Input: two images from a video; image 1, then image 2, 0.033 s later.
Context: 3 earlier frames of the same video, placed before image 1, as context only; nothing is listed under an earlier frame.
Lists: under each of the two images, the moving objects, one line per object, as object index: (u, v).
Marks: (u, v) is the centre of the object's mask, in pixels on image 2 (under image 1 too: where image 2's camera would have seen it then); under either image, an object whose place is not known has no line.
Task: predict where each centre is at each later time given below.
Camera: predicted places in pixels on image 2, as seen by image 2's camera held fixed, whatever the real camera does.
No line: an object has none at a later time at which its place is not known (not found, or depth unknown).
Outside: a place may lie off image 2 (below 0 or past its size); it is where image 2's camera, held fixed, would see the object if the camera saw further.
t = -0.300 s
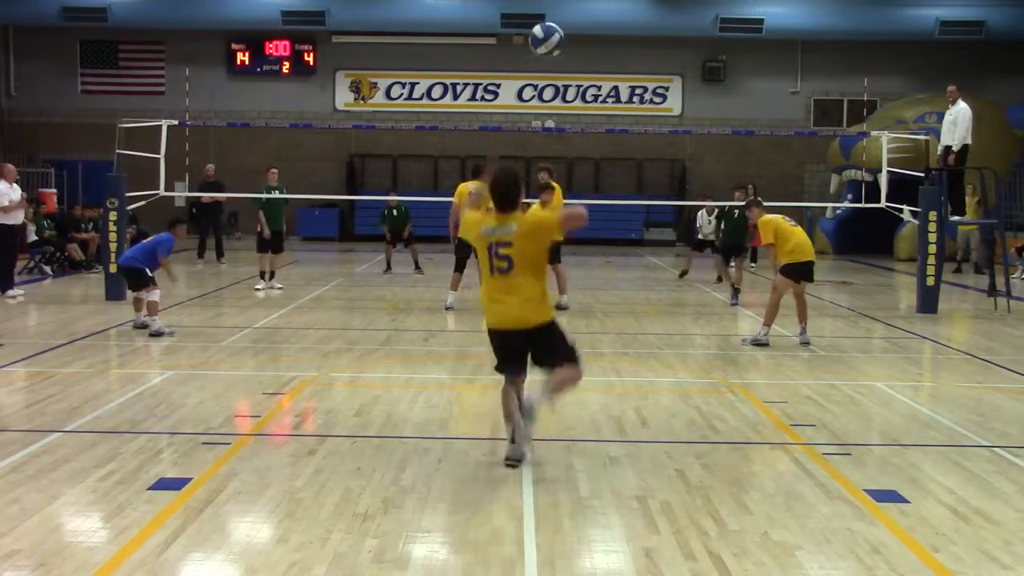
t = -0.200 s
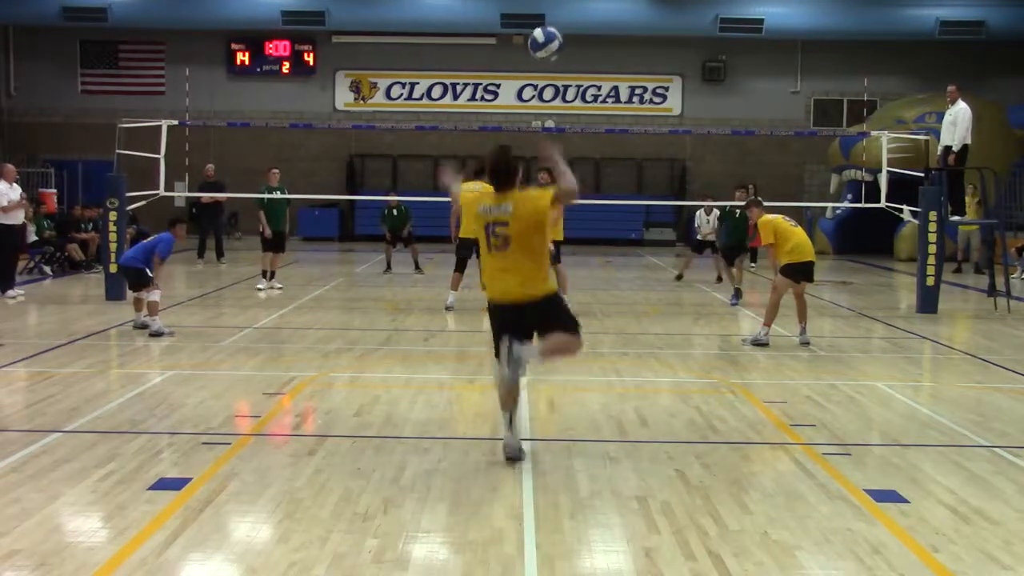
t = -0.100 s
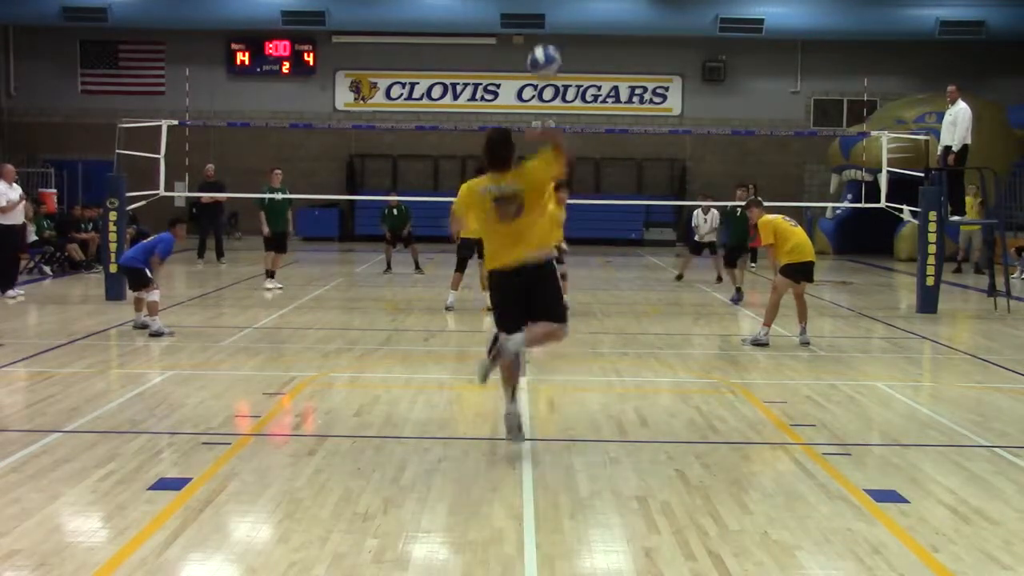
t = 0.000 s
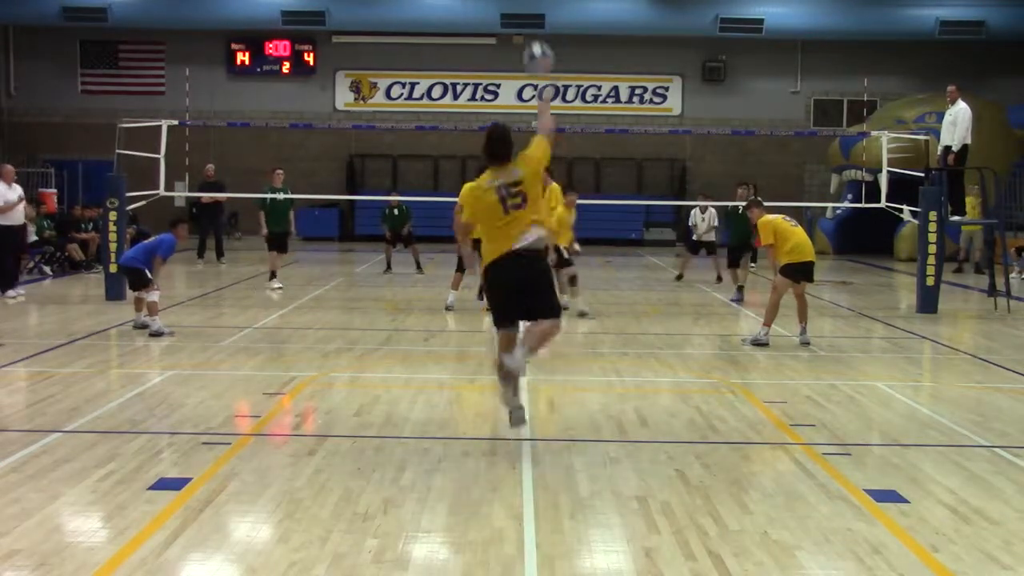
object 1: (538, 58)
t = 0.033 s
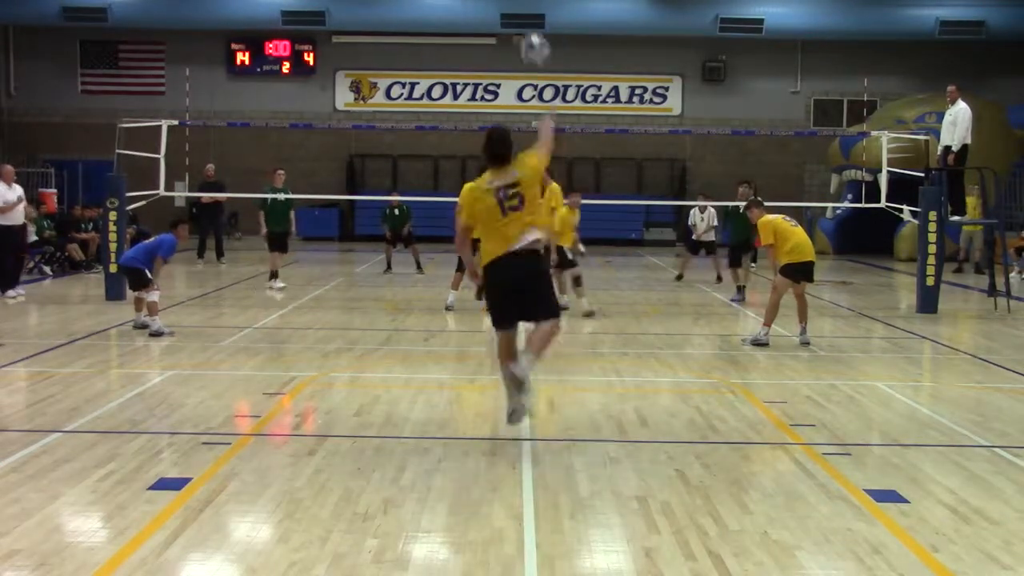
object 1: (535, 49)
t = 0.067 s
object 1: (532, 43)
